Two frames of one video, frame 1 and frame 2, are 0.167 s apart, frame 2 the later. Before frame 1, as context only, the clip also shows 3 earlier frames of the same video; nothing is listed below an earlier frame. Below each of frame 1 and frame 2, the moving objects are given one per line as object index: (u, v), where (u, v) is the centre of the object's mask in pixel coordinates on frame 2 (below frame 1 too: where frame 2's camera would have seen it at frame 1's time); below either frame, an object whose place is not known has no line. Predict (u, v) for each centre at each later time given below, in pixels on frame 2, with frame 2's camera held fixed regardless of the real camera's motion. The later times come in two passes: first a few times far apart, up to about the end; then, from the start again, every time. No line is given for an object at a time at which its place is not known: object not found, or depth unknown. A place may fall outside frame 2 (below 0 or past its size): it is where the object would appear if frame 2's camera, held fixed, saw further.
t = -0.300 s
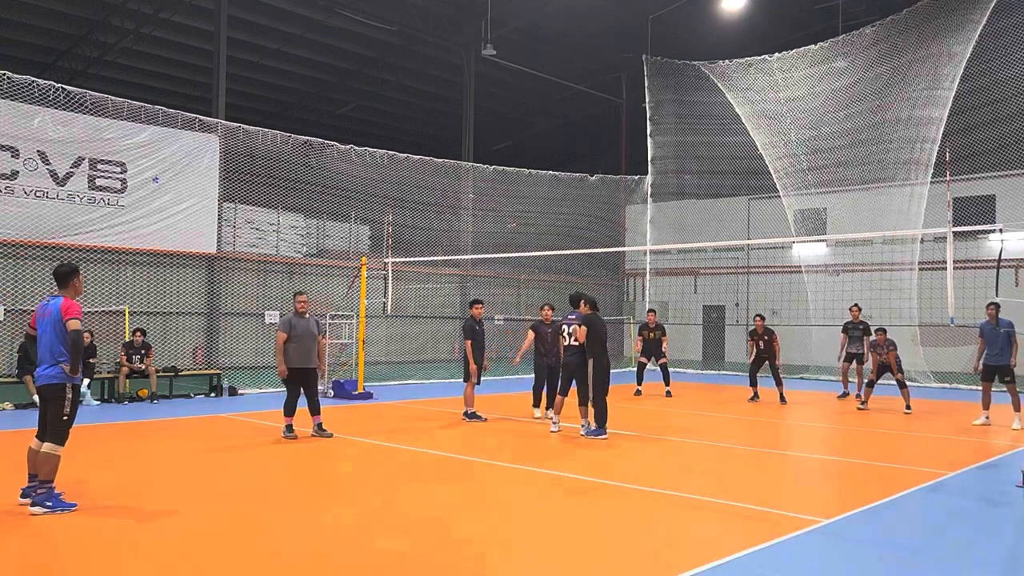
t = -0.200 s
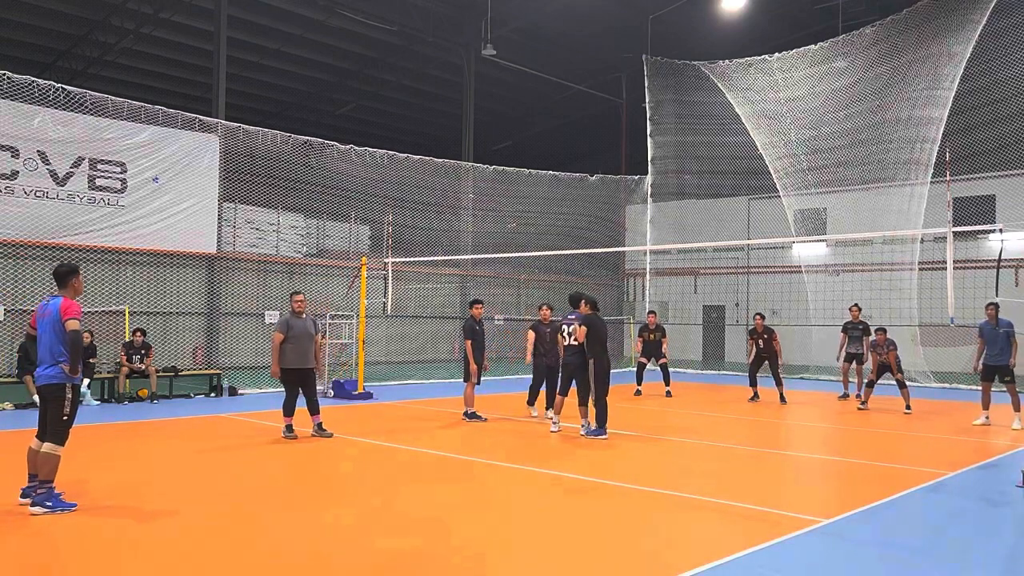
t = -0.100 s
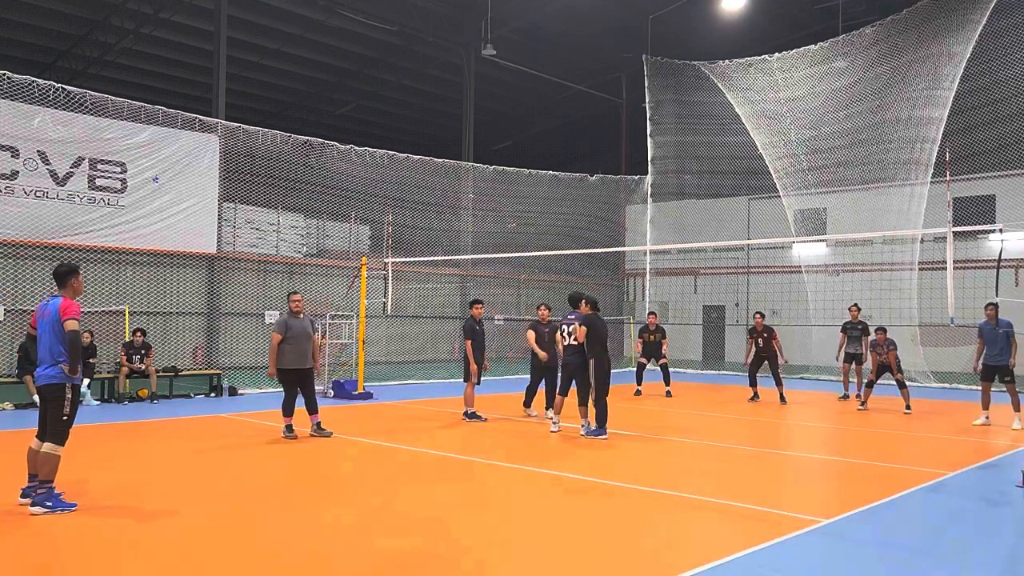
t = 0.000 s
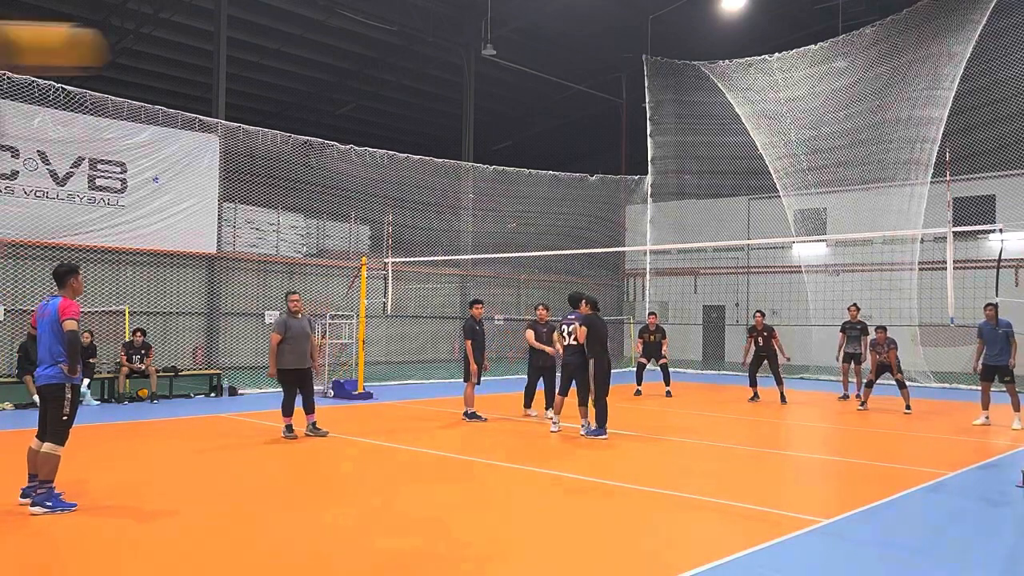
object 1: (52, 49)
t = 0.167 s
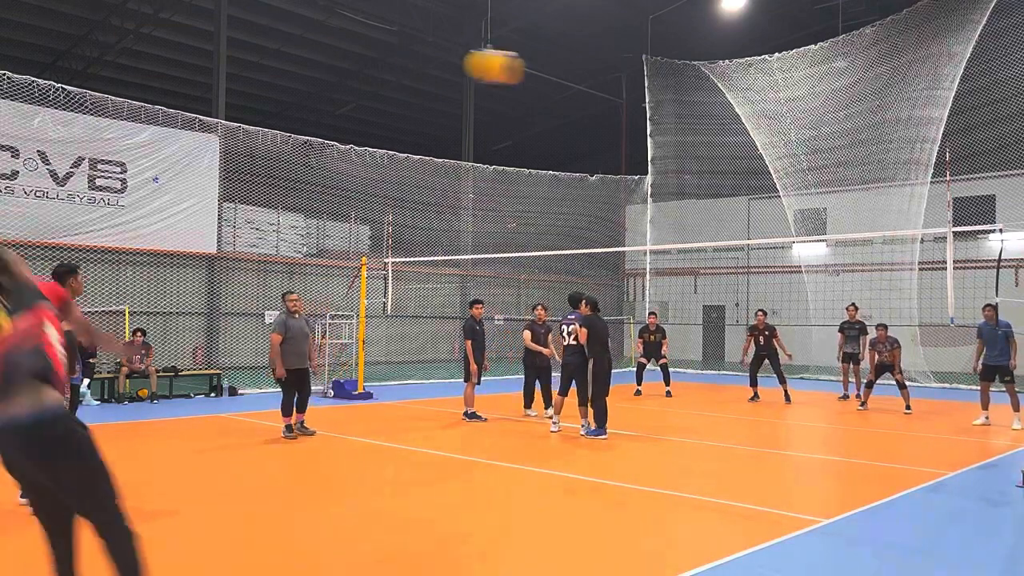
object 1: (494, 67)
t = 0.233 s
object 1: (591, 79)
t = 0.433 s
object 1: (774, 130)
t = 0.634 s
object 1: (883, 195)
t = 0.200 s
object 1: (546, 72)
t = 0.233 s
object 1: (591, 79)
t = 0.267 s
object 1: (630, 87)
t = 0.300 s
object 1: (664, 94)
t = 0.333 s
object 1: (694, 102)
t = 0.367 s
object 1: (722, 112)
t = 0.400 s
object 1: (750, 123)
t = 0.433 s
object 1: (774, 130)
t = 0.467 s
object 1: (796, 142)
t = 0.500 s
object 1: (816, 153)
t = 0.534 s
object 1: (835, 163)
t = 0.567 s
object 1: (854, 175)
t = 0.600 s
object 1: (870, 185)
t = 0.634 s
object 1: (883, 195)
